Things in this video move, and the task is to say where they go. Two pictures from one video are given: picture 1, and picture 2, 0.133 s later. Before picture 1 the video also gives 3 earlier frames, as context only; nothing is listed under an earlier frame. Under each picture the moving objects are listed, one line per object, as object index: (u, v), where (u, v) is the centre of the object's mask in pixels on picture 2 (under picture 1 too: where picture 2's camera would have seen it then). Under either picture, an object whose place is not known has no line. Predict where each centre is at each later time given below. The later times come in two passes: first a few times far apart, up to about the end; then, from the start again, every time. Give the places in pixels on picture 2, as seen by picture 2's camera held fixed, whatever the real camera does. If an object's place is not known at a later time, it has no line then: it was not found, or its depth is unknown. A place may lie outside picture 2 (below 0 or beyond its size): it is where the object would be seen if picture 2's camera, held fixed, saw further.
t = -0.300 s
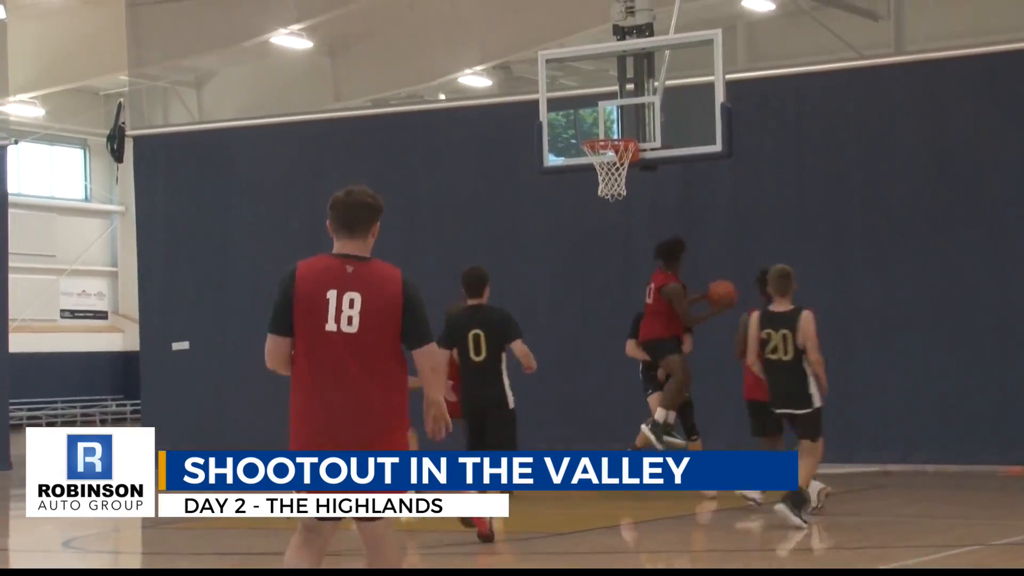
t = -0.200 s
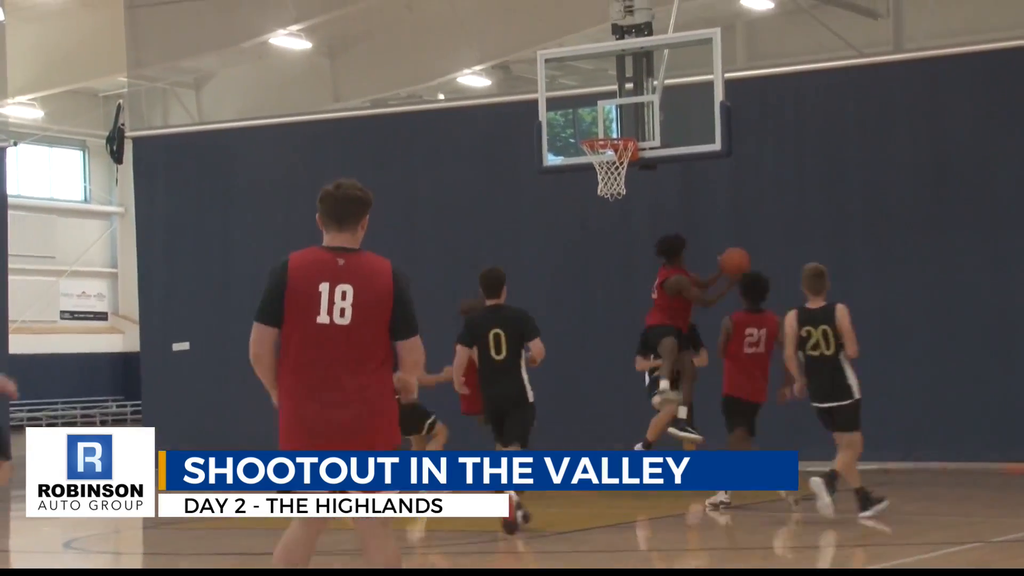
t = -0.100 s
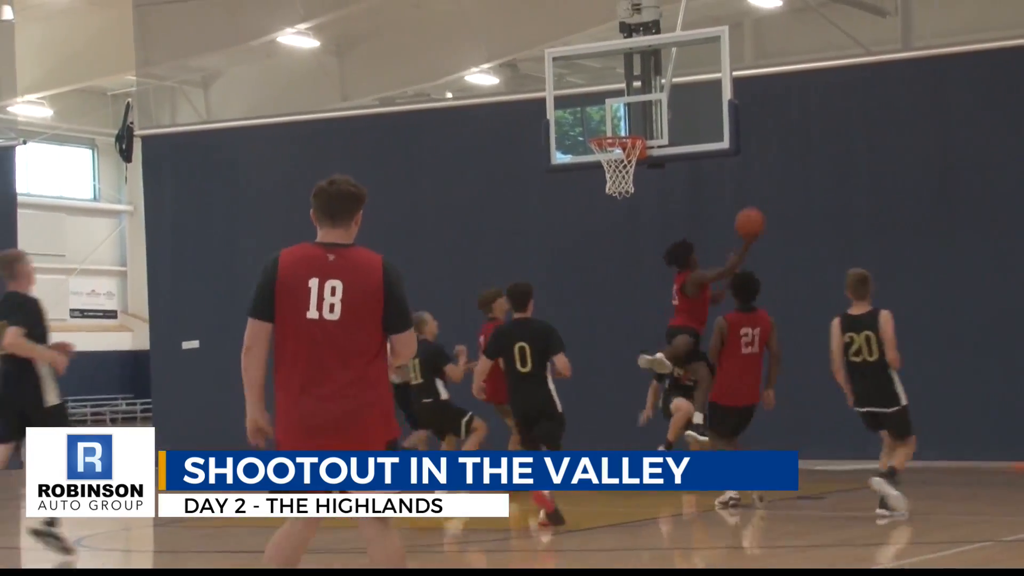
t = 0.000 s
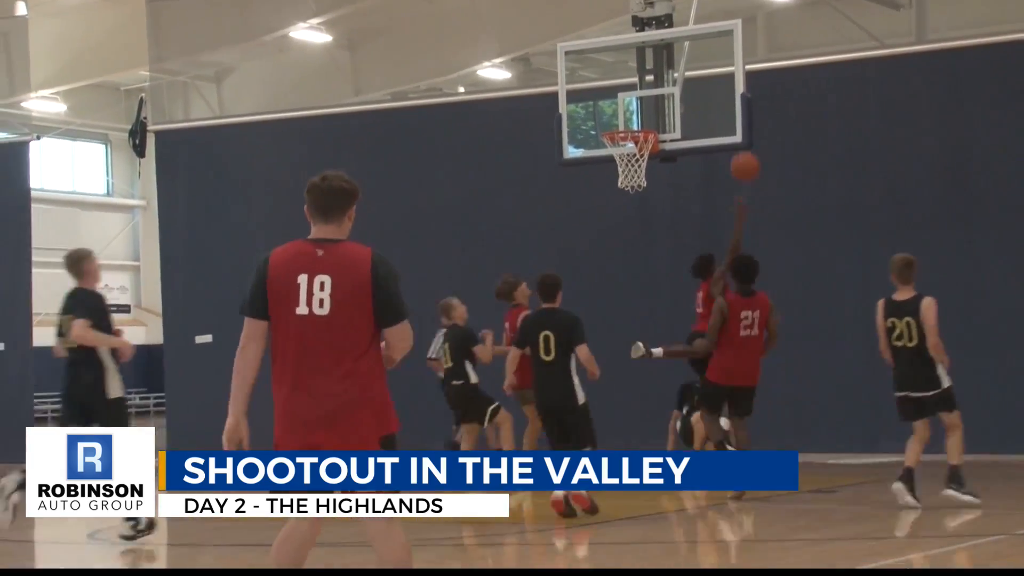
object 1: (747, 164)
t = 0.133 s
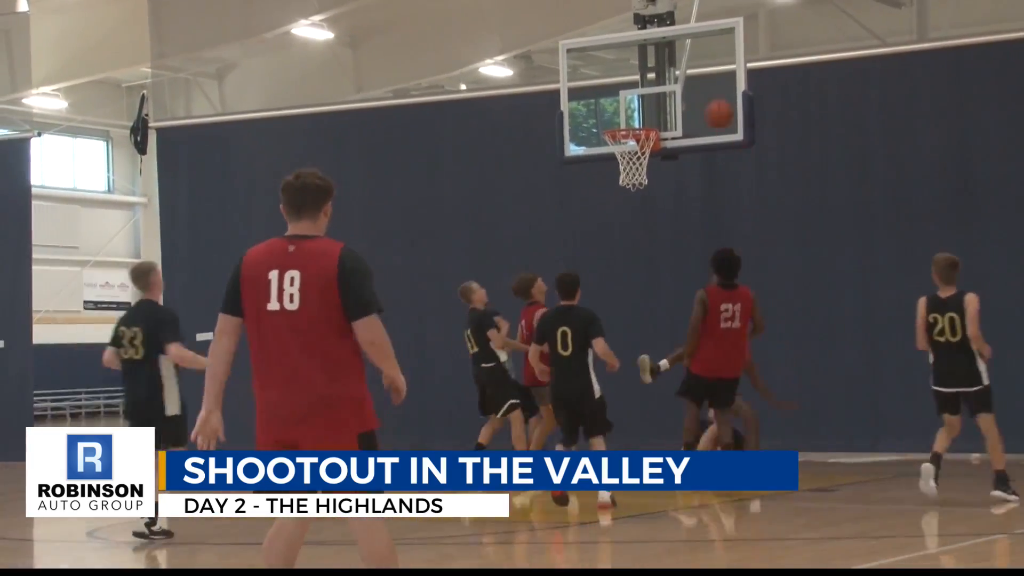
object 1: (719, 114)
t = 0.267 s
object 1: (694, 85)
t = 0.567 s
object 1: (633, 102)
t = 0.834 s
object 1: (649, 144)
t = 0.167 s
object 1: (712, 104)
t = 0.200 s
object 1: (705, 97)
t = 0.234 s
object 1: (700, 90)
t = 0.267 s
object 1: (694, 85)
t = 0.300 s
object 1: (688, 80)
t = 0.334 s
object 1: (681, 77)
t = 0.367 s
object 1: (676, 76)
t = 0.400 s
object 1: (668, 77)
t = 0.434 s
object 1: (661, 79)
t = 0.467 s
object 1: (655, 83)
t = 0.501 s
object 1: (648, 88)
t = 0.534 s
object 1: (640, 95)
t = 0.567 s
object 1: (633, 102)
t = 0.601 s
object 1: (626, 110)
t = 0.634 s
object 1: (619, 118)
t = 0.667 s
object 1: (616, 129)
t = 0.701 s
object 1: (624, 135)
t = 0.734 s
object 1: (632, 140)
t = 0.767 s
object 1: (641, 146)
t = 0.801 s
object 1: (647, 147)
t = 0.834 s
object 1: (649, 144)
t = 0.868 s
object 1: (655, 160)
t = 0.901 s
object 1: (654, 159)
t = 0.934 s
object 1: (656, 159)
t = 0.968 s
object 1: (656, 160)
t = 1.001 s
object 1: (656, 161)
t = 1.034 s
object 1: (655, 164)
